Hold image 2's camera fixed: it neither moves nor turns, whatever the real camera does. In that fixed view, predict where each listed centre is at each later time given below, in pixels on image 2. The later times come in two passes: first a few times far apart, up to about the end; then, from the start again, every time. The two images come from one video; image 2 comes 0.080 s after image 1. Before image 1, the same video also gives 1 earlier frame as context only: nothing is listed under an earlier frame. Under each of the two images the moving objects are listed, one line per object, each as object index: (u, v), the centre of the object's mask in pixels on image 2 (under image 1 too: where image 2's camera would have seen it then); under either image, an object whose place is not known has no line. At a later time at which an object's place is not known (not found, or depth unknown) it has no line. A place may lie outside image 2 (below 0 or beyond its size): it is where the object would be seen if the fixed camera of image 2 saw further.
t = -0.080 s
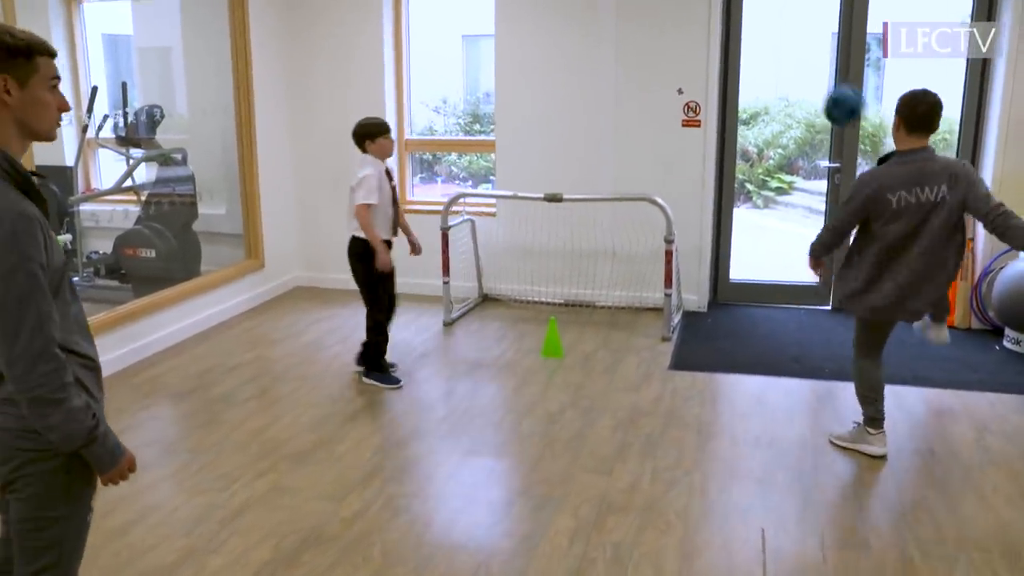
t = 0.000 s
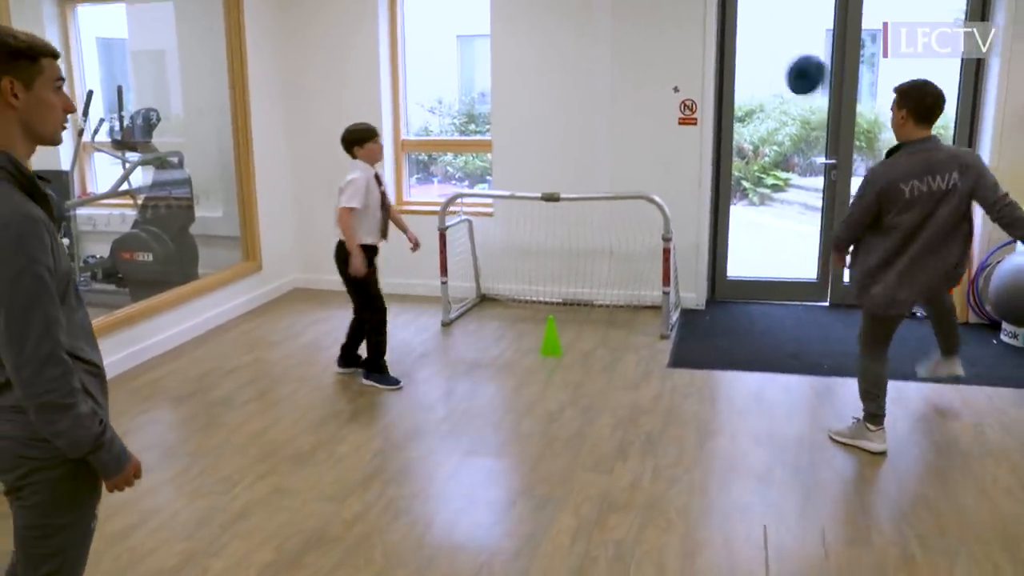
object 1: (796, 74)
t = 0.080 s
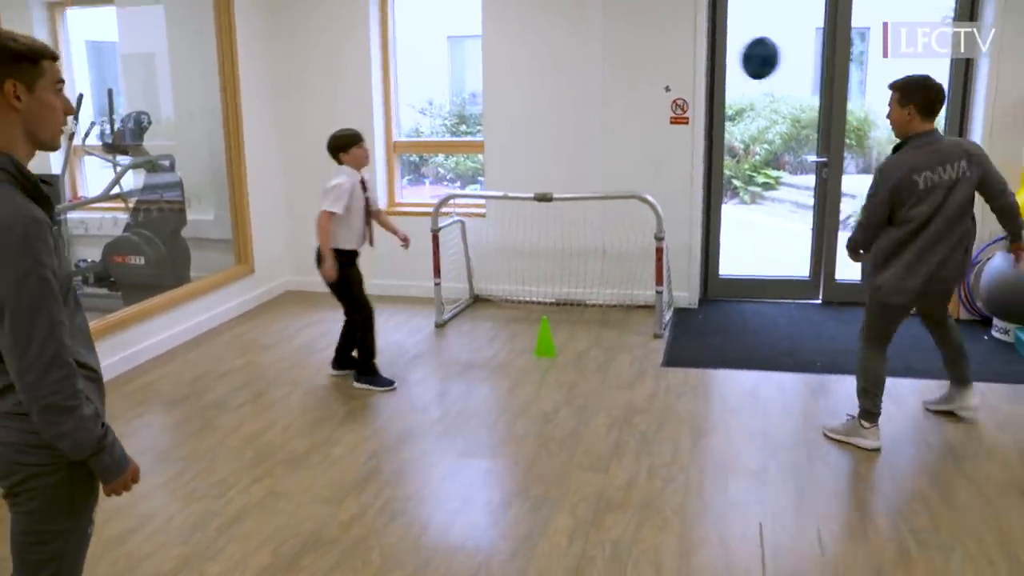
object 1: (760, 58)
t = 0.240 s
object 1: (680, 68)
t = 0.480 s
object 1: (549, 202)
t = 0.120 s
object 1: (741, 55)
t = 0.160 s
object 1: (720, 56)
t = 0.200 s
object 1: (700, 60)
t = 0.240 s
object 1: (680, 68)
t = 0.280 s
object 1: (659, 80)
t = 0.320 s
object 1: (639, 95)
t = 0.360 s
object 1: (616, 116)
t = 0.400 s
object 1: (594, 139)
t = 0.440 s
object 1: (572, 168)
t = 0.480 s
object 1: (549, 202)
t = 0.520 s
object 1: (527, 239)
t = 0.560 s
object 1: (506, 278)
